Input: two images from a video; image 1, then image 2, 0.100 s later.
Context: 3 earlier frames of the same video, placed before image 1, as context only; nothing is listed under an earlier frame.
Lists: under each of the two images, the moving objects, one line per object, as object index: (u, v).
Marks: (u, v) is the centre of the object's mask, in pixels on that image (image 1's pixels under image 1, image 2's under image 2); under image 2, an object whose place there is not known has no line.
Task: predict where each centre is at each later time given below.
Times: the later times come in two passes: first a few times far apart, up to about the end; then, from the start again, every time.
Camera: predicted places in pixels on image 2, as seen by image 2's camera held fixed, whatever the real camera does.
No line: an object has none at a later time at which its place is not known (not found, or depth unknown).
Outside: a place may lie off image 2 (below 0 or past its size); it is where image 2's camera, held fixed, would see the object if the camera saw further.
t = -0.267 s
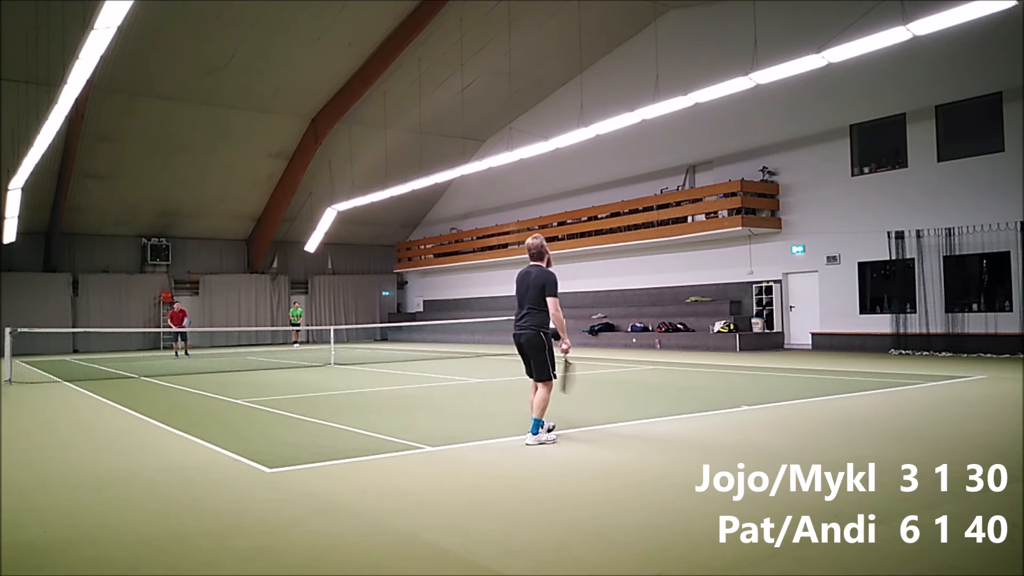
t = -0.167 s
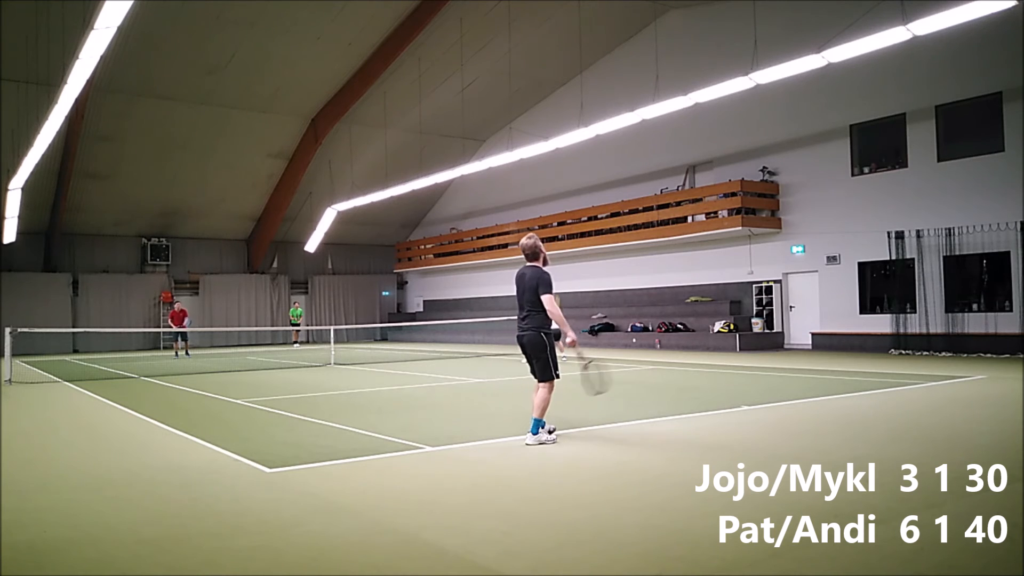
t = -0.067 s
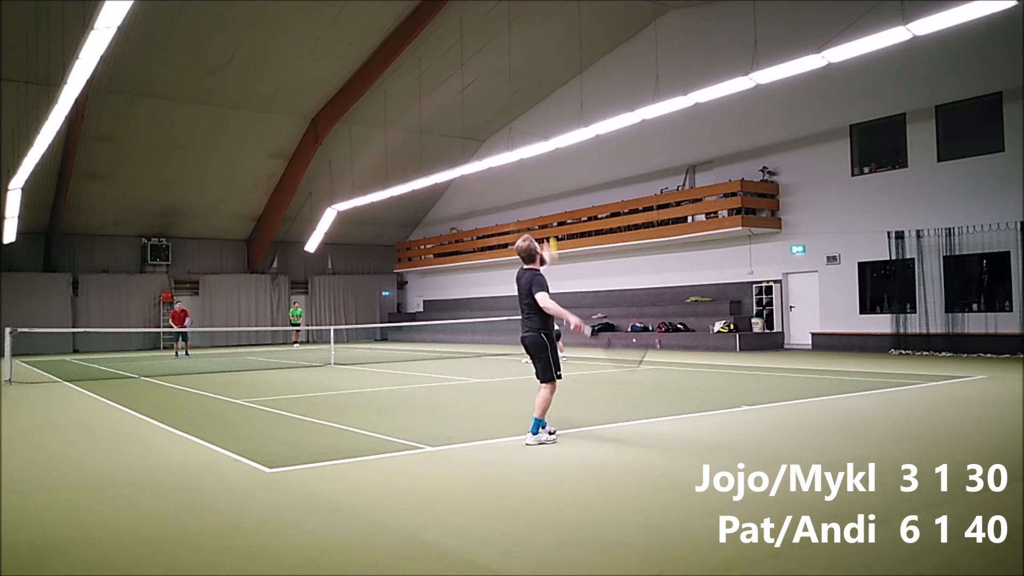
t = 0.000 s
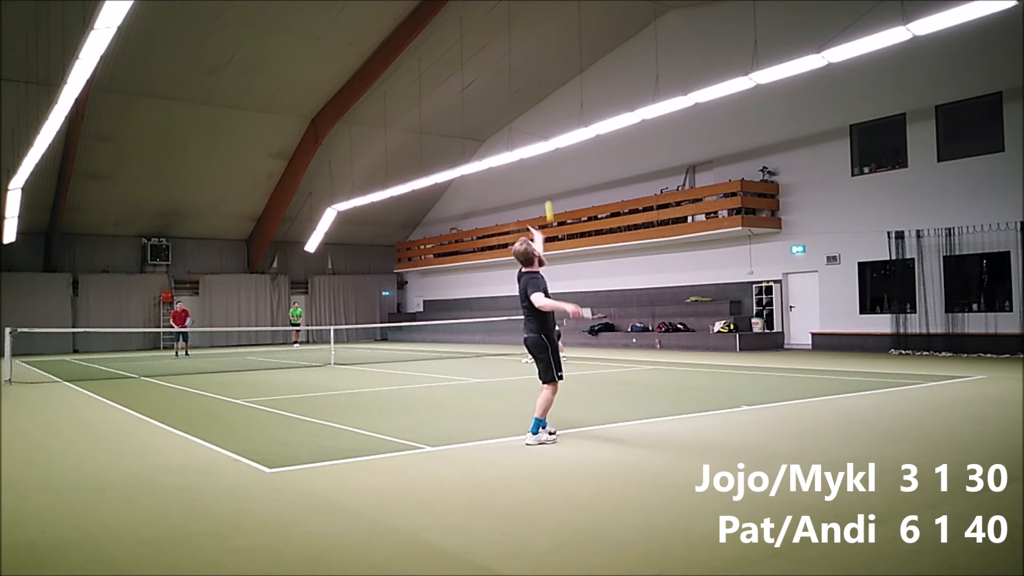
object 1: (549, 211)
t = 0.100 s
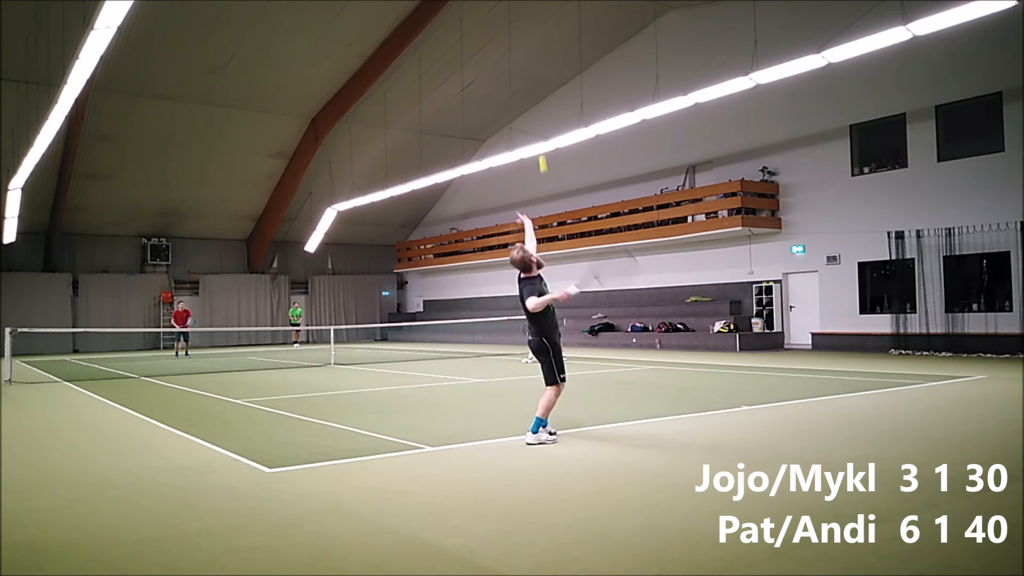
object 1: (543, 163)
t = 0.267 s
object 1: (532, 106)
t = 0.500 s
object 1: (520, 73)
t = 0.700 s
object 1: (509, 87)
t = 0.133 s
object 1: (542, 155)
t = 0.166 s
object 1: (538, 136)
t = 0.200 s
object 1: (537, 126)
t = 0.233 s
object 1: (534, 115)
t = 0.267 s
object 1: (532, 106)
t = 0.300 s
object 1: (531, 98)
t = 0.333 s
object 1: (528, 90)
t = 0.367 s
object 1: (527, 85)
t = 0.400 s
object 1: (525, 80)
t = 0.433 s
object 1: (523, 76)
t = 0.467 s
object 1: (522, 74)
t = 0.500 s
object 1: (520, 73)
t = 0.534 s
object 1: (518, 72)
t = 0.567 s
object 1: (516, 73)
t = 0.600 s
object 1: (514, 75)
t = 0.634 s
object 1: (512, 78)
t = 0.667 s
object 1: (511, 82)
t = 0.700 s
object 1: (509, 87)
